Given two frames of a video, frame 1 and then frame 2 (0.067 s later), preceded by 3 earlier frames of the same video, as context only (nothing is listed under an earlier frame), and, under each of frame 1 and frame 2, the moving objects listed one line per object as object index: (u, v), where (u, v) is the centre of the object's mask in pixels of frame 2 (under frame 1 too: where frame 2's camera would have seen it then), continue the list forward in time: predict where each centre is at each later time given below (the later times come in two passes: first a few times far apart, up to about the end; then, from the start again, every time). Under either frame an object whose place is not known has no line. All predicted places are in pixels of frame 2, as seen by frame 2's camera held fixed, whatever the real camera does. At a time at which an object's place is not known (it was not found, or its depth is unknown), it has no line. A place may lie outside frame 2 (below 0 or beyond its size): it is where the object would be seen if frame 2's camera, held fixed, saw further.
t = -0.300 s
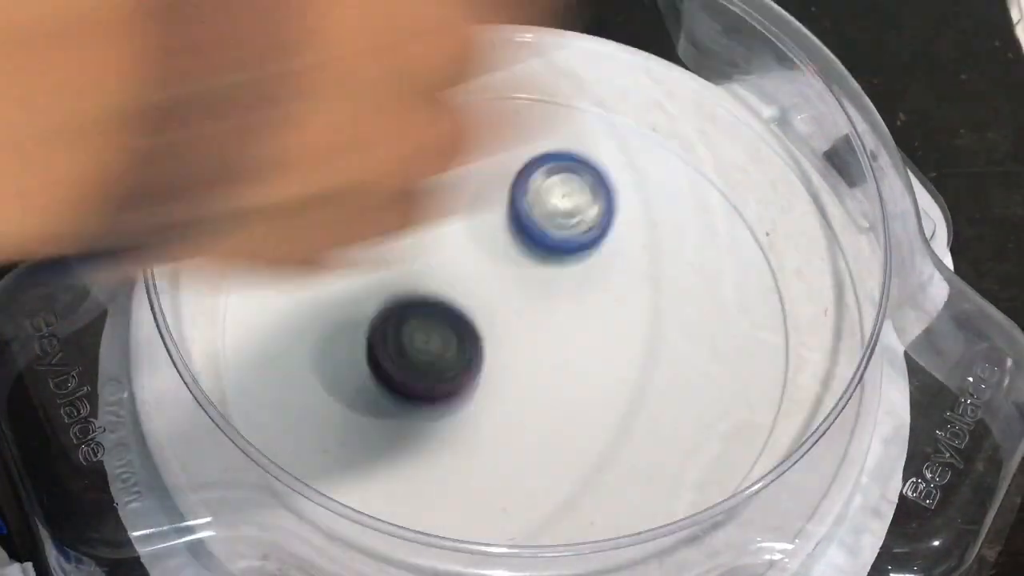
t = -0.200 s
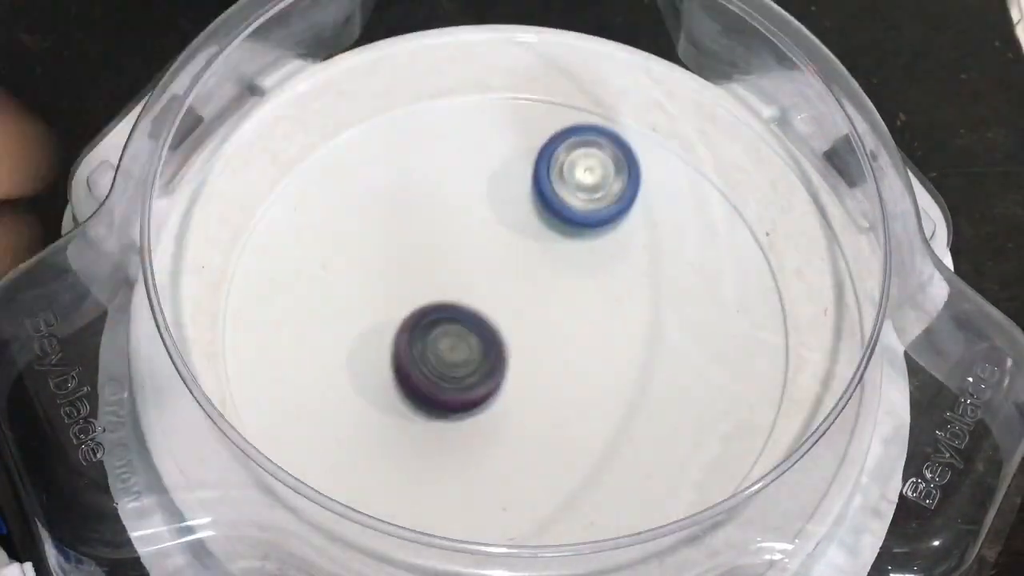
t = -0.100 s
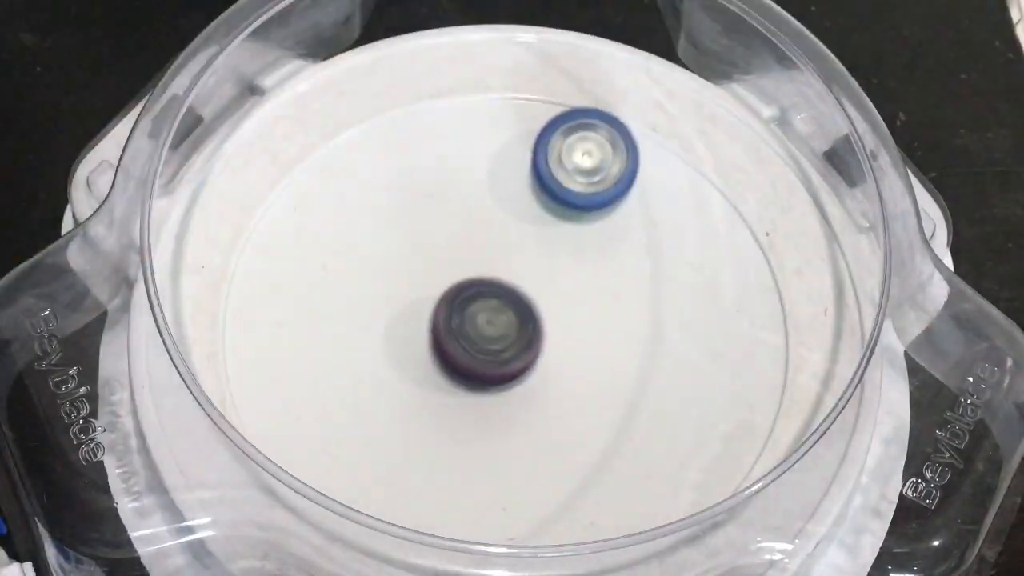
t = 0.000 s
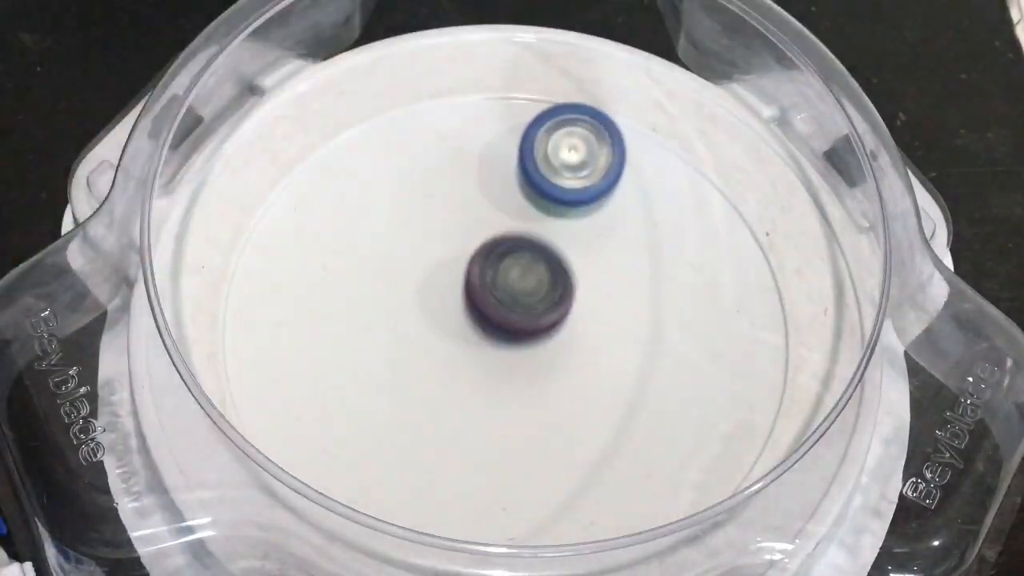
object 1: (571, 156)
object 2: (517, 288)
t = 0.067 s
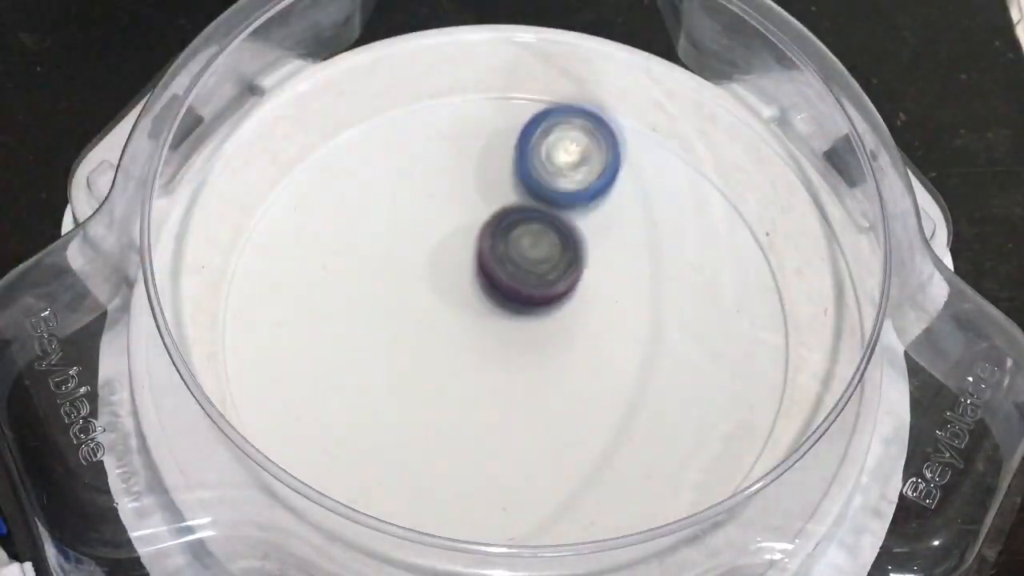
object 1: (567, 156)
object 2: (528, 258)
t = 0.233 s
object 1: (625, 83)
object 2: (429, 358)
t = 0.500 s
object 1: (619, 151)
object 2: (477, 378)
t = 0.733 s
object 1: (622, 249)
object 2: (496, 340)
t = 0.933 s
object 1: (651, 288)
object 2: (467, 326)
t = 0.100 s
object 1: (591, 122)
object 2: (507, 281)
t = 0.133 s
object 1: (606, 98)
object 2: (483, 304)
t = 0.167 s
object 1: (615, 86)
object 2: (463, 325)
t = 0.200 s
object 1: (621, 83)
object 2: (444, 343)
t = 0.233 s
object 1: (625, 83)
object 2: (429, 358)
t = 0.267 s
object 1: (627, 83)
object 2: (418, 369)
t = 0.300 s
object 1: (630, 86)
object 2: (413, 378)
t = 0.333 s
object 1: (631, 89)
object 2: (414, 384)
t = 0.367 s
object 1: (632, 95)
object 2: (420, 388)
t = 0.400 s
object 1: (634, 103)
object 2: (431, 390)
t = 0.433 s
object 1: (633, 114)
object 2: (445, 388)
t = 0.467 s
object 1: (627, 132)
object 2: (461, 384)
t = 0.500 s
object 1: (619, 151)
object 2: (477, 378)
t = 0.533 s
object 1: (611, 171)
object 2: (492, 370)
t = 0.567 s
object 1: (603, 191)
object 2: (506, 359)
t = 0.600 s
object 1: (595, 210)
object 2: (518, 348)
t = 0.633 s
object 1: (588, 229)
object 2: (529, 335)
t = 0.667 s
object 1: (593, 239)
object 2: (527, 331)
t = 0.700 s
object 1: (610, 242)
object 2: (511, 337)
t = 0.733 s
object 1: (622, 249)
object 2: (496, 340)
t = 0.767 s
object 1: (630, 257)
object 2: (484, 341)
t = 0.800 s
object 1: (636, 262)
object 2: (475, 340)
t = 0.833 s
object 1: (641, 268)
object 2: (469, 338)
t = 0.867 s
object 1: (645, 275)
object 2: (466, 335)
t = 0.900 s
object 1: (649, 281)
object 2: (466, 331)
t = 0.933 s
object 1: (651, 288)
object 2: (467, 326)
